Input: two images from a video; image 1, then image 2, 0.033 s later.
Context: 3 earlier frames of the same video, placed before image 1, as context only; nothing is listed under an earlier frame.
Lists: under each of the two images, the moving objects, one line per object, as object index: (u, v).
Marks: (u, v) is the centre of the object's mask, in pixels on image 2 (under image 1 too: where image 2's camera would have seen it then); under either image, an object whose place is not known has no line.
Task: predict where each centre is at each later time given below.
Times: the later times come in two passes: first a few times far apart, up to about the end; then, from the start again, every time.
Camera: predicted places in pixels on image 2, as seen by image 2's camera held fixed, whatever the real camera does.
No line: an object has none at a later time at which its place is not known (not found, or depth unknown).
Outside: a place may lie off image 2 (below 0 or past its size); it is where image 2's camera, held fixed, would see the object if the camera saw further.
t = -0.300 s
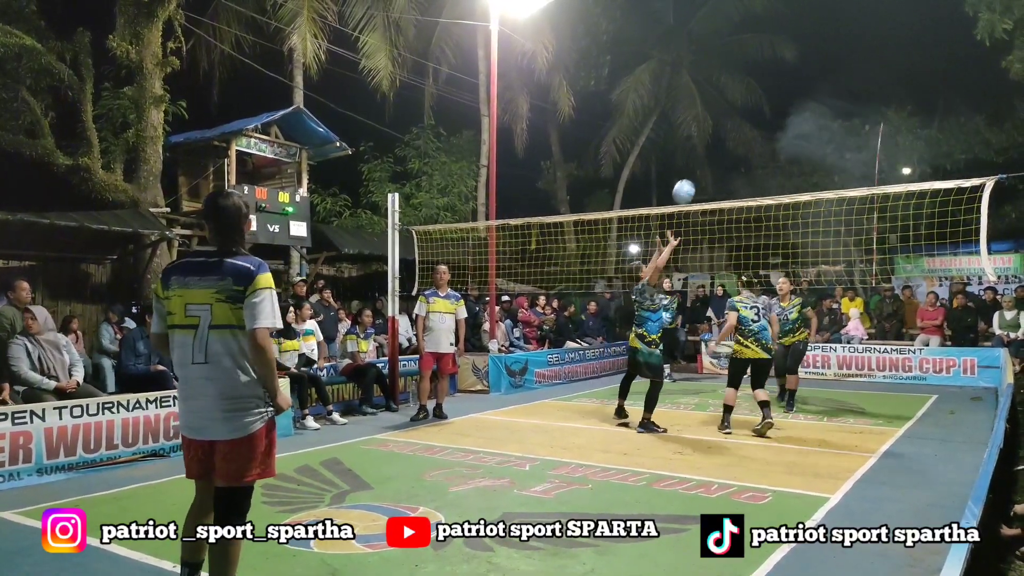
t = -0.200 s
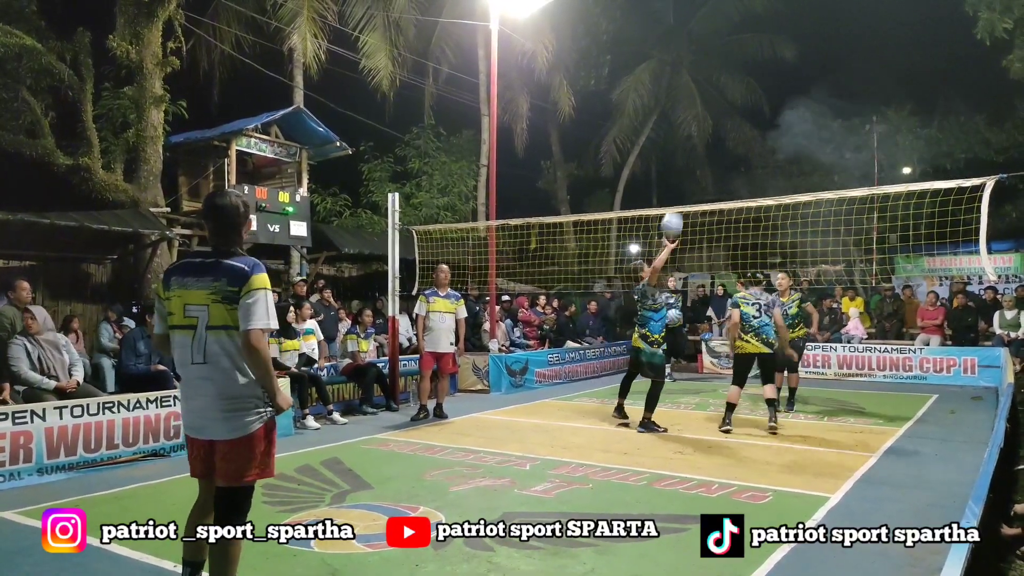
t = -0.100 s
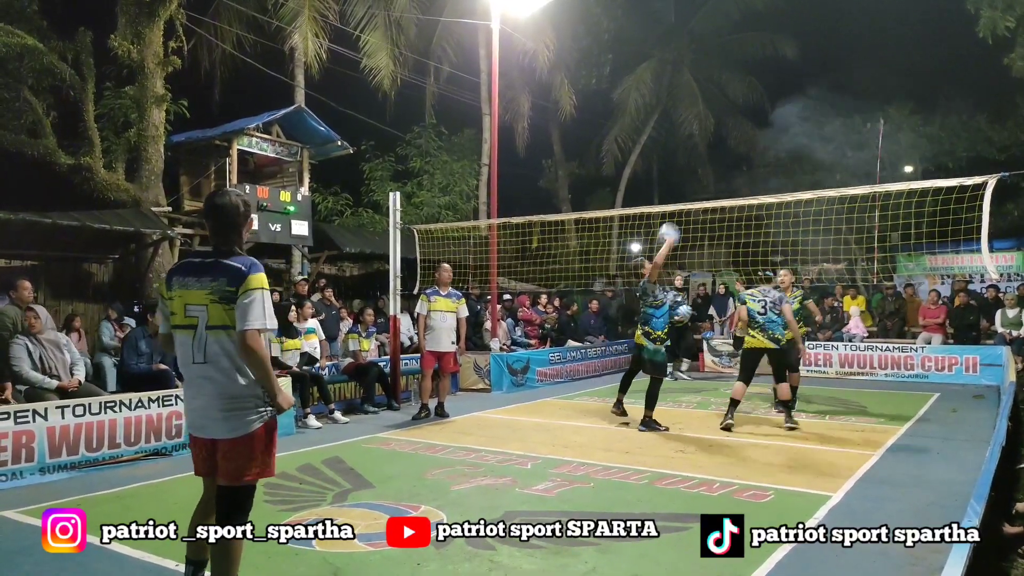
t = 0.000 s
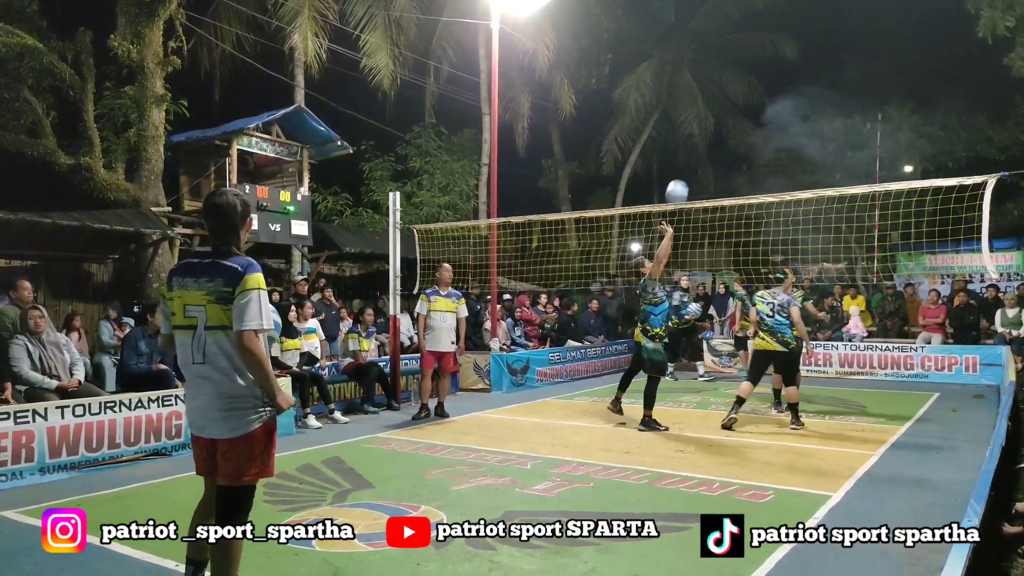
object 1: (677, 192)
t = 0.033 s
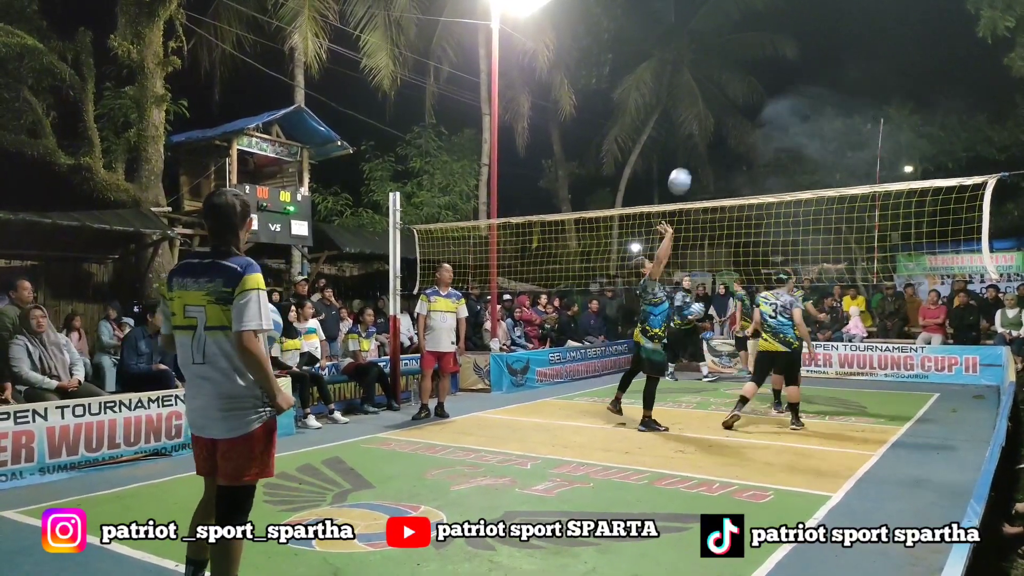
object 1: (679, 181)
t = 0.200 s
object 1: (694, 136)
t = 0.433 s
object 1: (713, 122)
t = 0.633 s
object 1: (730, 154)
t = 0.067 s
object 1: (682, 170)
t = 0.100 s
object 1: (685, 160)
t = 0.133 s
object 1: (688, 151)
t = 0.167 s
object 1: (691, 143)
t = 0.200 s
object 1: (694, 136)
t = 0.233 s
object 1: (697, 131)
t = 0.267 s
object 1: (699, 127)
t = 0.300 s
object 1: (702, 123)
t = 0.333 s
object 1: (705, 121)
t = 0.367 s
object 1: (708, 120)
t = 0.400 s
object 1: (711, 121)
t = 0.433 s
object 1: (713, 122)
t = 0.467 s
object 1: (716, 124)
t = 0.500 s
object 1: (719, 128)
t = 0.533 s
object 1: (722, 133)
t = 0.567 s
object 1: (724, 139)
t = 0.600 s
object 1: (727, 146)
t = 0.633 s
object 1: (730, 154)
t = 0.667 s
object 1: (732, 164)
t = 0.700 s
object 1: (735, 174)
